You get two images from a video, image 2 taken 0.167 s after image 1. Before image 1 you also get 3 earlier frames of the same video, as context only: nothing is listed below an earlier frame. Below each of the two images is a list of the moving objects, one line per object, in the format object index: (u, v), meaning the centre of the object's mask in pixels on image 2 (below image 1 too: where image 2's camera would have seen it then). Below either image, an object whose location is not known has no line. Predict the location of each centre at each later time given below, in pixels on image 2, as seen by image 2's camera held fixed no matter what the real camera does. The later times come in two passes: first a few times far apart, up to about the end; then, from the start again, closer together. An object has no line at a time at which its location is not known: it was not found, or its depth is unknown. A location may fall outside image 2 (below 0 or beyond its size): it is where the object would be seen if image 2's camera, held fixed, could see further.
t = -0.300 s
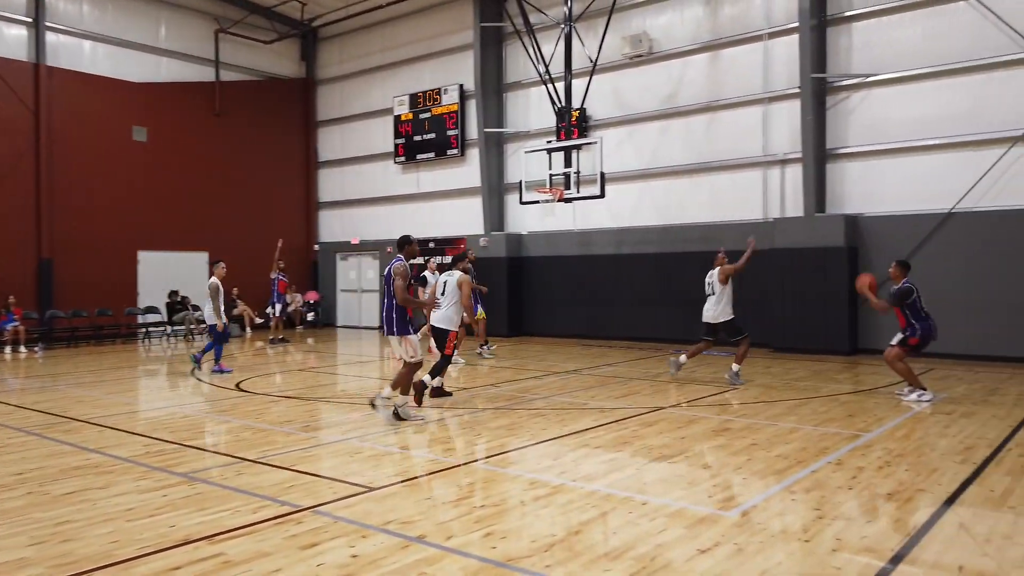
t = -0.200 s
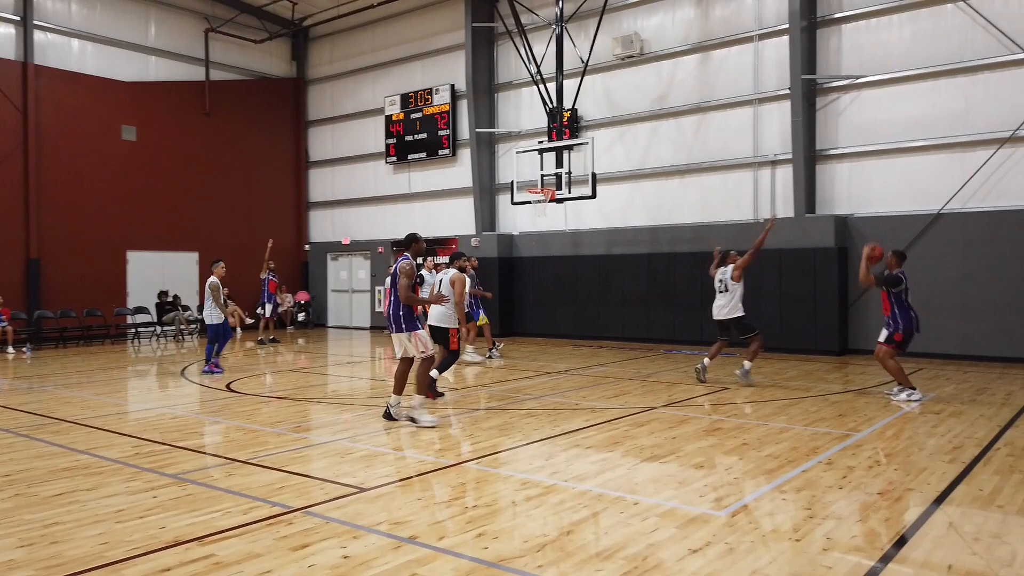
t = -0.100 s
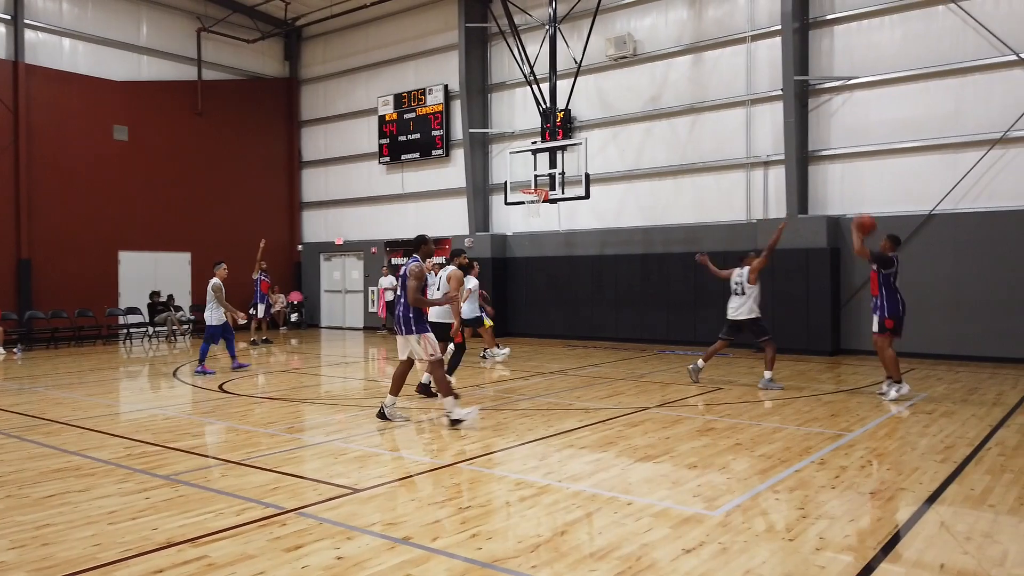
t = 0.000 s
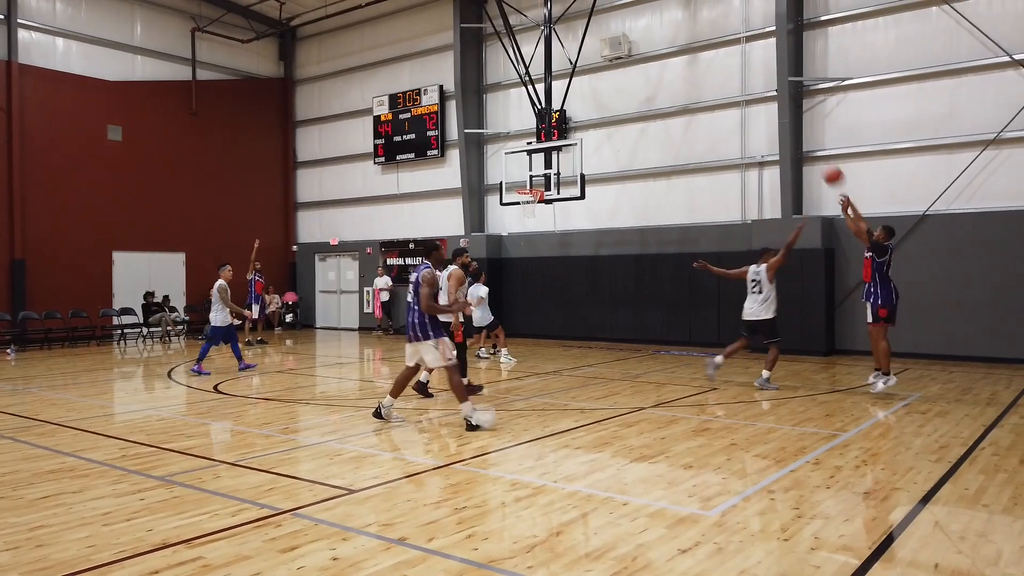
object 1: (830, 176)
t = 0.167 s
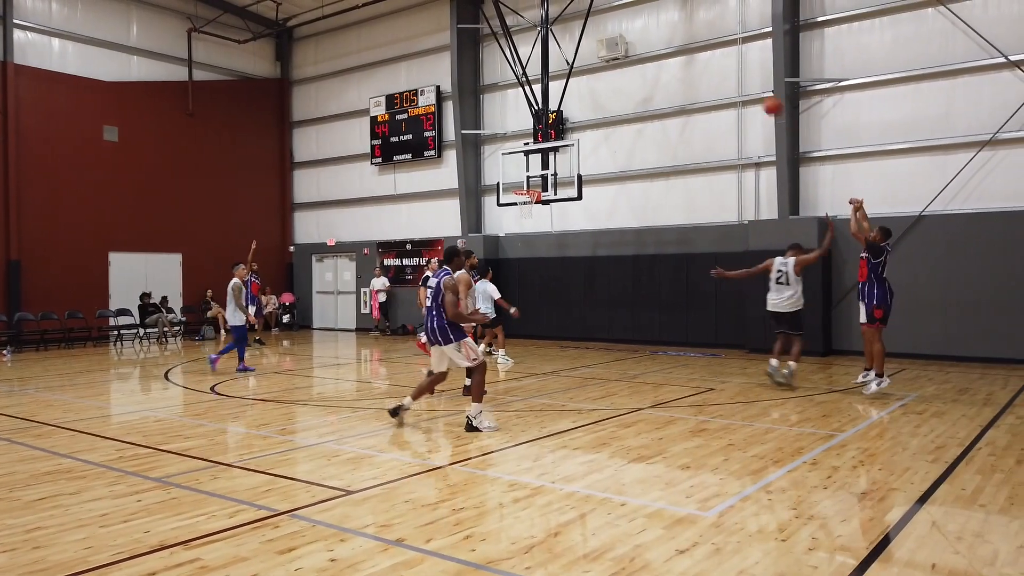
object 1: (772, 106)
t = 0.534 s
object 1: (669, 45)
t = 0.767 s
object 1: (618, 57)
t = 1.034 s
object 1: (568, 106)
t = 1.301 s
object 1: (527, 184)
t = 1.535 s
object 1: (514, 223)
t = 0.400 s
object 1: (703, 55)
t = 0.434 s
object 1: (695, 51)
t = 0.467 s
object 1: (686, 48)
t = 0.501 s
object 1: (678, 47)
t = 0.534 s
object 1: (669, 45)
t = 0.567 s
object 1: (661, 45)
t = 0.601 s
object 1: (654, 45)
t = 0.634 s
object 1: (646, 46)
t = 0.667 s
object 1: (639, 48)
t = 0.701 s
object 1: (631, 50)
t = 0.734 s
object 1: (624, 53)
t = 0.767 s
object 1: (618, 57)
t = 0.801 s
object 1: (611, 61)
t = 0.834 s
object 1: (605, 66)
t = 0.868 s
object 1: (598, 71)
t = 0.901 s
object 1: (592, 77)
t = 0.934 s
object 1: (585, 83)
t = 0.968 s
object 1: (580, 90)
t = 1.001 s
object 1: (574, 97)
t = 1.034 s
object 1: (568, 106)
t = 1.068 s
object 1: (562, 114)
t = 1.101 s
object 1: (557, 122)
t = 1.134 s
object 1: (553, 132)
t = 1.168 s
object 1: (547, 141)
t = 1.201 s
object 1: (542, 153)
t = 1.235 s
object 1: (537, 161)
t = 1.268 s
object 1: (532, 173)
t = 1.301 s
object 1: (527, 184)
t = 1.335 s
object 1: (522, 194)
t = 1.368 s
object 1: (519, 204)
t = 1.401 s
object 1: (518, 207)
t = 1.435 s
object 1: (517, 211)
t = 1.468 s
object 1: (516, 214)
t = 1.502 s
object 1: (515, 218)
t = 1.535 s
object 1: (514, 223)
